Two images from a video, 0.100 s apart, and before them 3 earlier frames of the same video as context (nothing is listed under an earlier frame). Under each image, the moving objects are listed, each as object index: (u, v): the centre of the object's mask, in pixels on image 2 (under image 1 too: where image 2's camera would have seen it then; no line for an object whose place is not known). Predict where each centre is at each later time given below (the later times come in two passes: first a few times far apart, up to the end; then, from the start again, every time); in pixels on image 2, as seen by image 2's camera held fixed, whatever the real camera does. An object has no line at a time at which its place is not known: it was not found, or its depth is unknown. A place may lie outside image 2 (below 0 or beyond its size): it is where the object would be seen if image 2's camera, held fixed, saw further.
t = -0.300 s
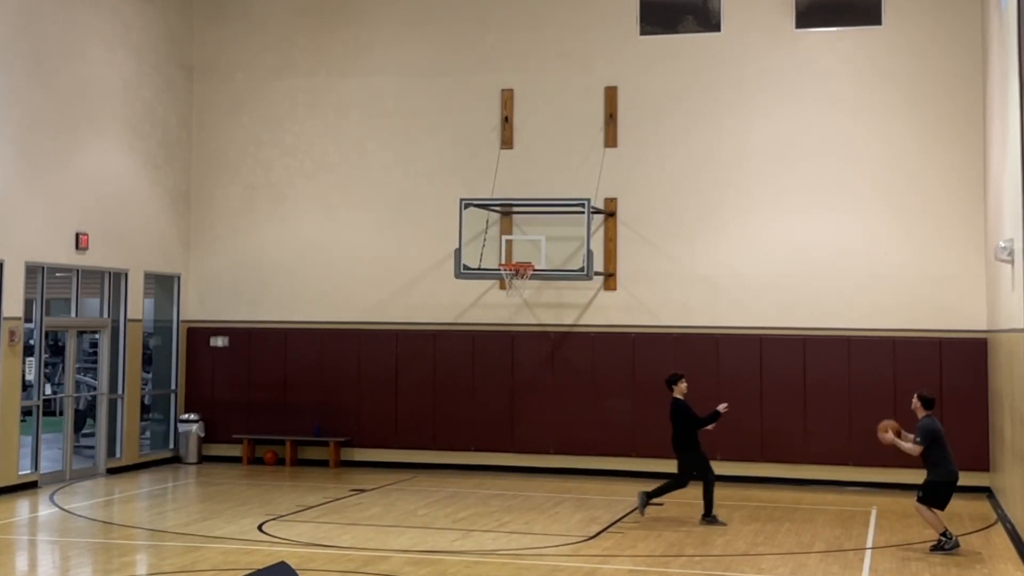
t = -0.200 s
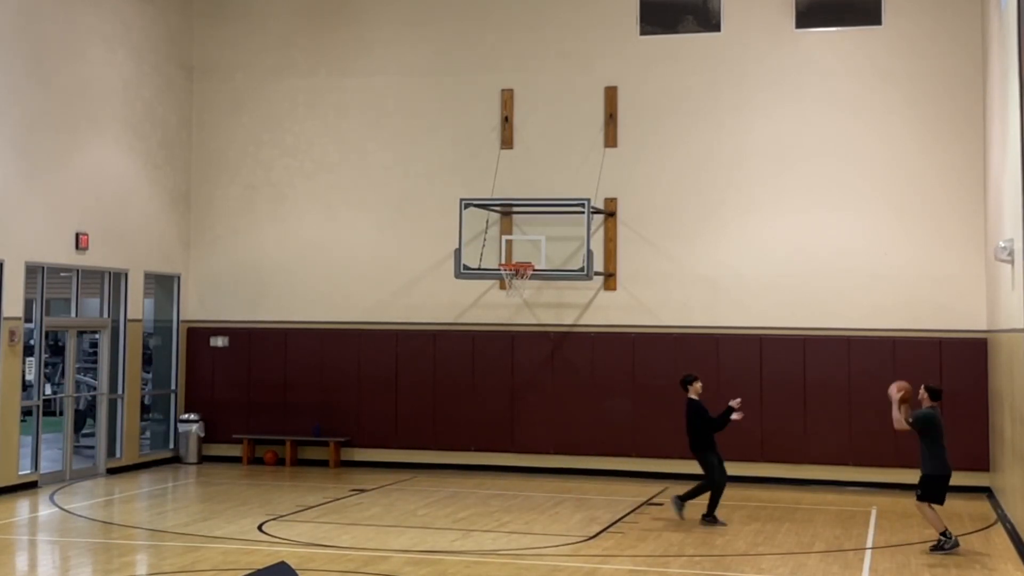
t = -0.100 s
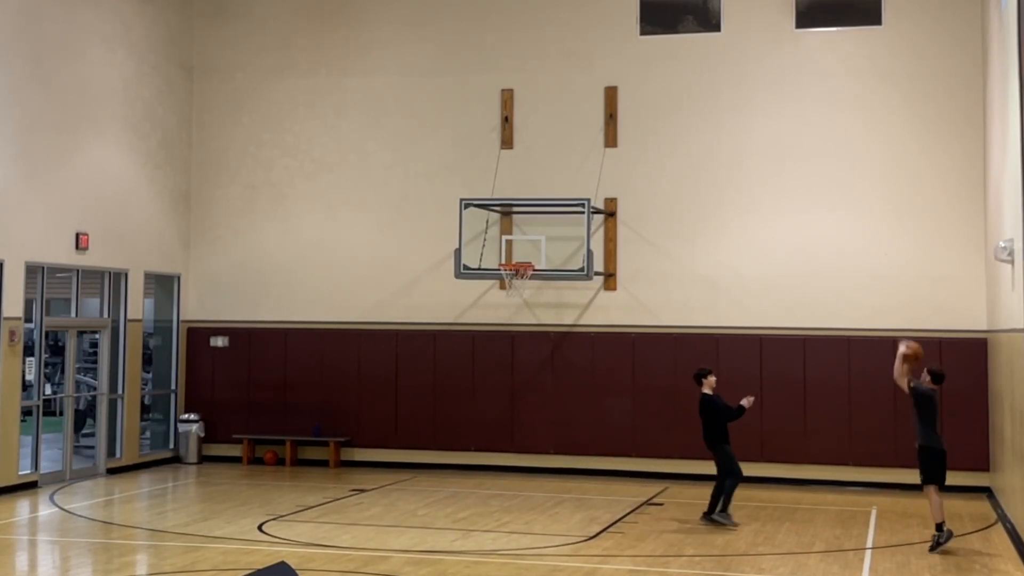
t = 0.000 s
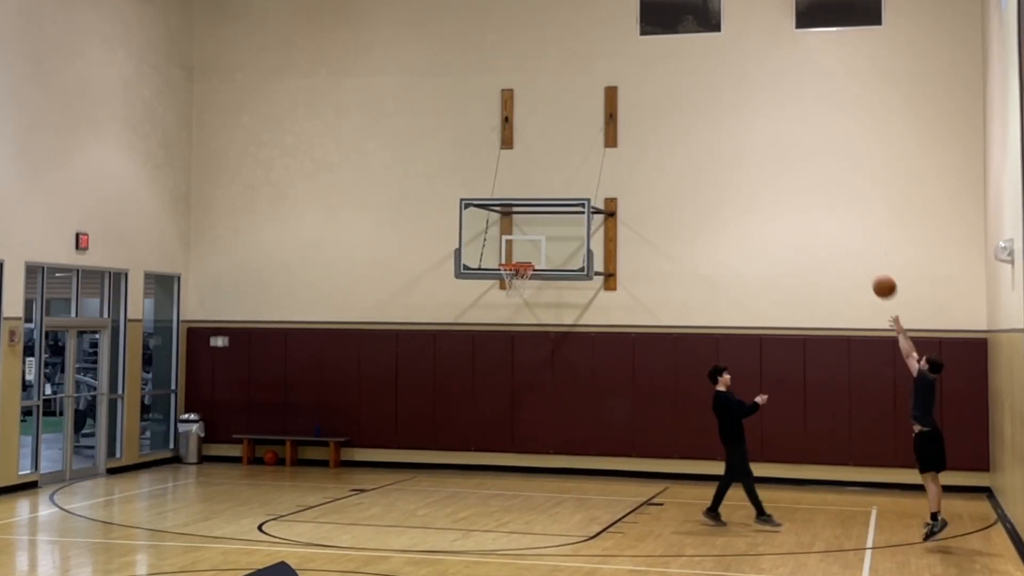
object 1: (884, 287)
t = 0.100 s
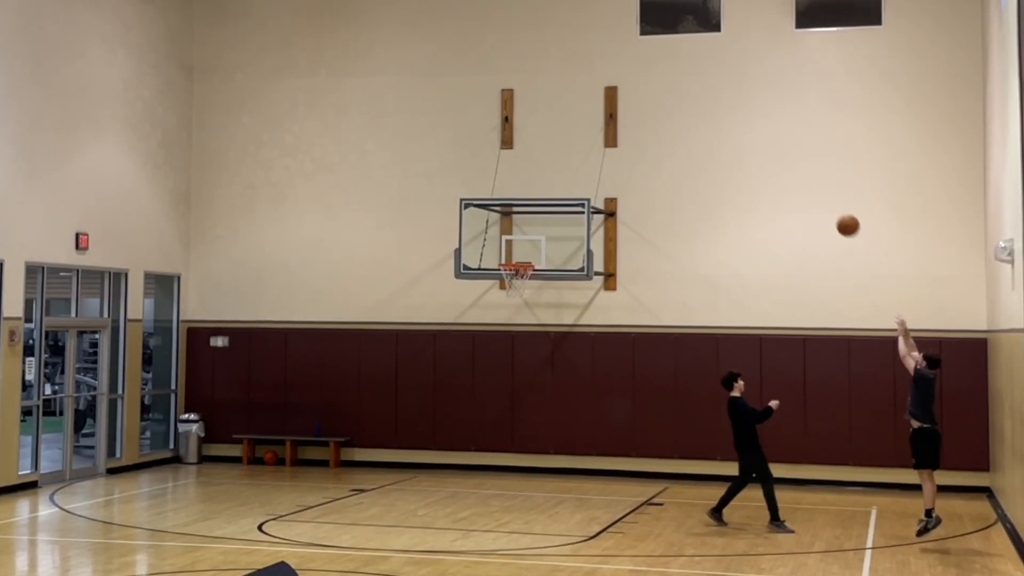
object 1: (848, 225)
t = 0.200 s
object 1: (814, 176)
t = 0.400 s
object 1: (752, 109)
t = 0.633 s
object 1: (690, 78)
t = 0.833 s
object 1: (641, 88)
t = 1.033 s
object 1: (596, 125)
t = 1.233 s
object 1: (555, 189)
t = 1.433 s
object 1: (521, 273)
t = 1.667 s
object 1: (495, 335)
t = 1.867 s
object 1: (478, 412)
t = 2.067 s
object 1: (467, 455)
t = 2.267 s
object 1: (469, 403)
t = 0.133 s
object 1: (836, 208)
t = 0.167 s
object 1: (825, 191)
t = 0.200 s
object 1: (814, 176)
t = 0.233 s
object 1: (803, 162)
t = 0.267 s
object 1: (793, 149)
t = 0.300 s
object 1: (782, 138)
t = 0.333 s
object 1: (773, 127)
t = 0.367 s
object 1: (762, 117)
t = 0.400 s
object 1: (752, 109)
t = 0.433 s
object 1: (743, 101)
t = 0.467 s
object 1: (734, 95)
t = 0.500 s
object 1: (725, 90)
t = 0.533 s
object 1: (716, 85)
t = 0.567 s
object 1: (707, 82)
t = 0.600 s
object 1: (699, 80)
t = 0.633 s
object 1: (690, 78)
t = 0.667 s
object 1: (681, 78)
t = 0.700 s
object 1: (673, 78)
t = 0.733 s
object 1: (665, 79)
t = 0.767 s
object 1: (657, 81)
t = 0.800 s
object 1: (649, 84)
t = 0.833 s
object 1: (641, 88)
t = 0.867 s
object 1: (633, 92)
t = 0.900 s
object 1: (626, 97)
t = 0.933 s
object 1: (618, 103)
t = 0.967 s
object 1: (611, 111)
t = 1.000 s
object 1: (603, 117)
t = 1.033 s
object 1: (596, 125)
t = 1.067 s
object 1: (589, 134)
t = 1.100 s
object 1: (582, 144)
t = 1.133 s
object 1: (575, 154)
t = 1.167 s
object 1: (568, 165)
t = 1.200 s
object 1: (561, 177)
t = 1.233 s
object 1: (555, 189)
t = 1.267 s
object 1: (548, 202)
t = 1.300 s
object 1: (541, 216)
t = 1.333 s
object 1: (535, 230)
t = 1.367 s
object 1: (528, 244)
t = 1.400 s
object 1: (522, 258)
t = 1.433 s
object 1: (521, 273)
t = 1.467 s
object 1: (512, 285)
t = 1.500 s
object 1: (508, 290)
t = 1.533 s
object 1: (506, 299)
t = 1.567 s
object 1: (503, 307)
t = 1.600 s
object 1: (500, 316)
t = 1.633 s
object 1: (497, 325)
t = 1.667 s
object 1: (495, 335)
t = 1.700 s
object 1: (492, 346)
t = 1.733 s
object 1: (489, 358)
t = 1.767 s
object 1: (486, 370)
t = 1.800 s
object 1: (483, 383)
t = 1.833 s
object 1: (480, 397)
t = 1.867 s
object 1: (478, 412)
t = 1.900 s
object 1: (474, 427)
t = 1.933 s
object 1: (472, 443)
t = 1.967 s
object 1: (469, 460)
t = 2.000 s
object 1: (467, 477)
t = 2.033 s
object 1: (467, 467)
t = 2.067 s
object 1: (467, 455)
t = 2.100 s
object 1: (468, 444)
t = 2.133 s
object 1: (467, 435)
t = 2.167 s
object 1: (468, 425)
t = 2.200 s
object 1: (468, 417)
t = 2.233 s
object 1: (469, 409)
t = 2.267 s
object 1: (469, 403)
